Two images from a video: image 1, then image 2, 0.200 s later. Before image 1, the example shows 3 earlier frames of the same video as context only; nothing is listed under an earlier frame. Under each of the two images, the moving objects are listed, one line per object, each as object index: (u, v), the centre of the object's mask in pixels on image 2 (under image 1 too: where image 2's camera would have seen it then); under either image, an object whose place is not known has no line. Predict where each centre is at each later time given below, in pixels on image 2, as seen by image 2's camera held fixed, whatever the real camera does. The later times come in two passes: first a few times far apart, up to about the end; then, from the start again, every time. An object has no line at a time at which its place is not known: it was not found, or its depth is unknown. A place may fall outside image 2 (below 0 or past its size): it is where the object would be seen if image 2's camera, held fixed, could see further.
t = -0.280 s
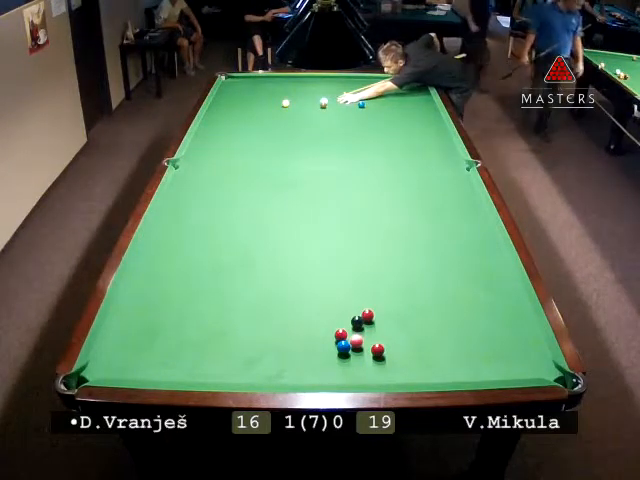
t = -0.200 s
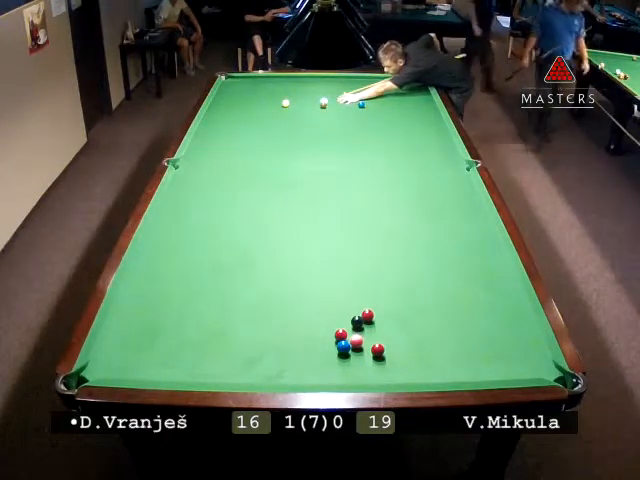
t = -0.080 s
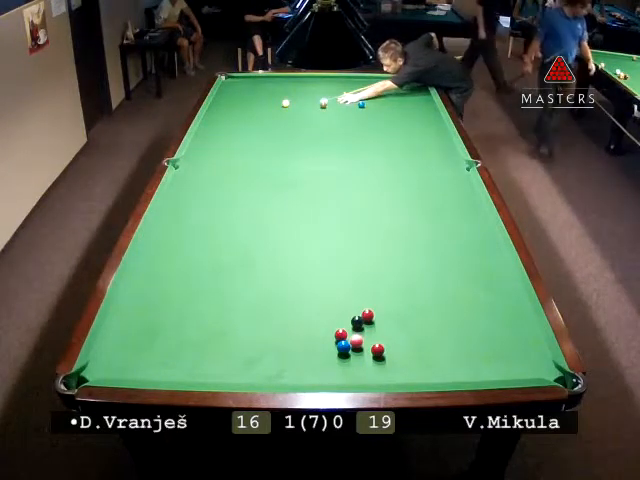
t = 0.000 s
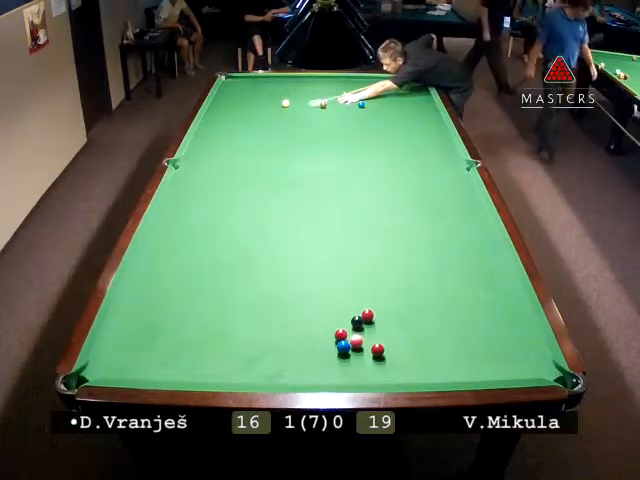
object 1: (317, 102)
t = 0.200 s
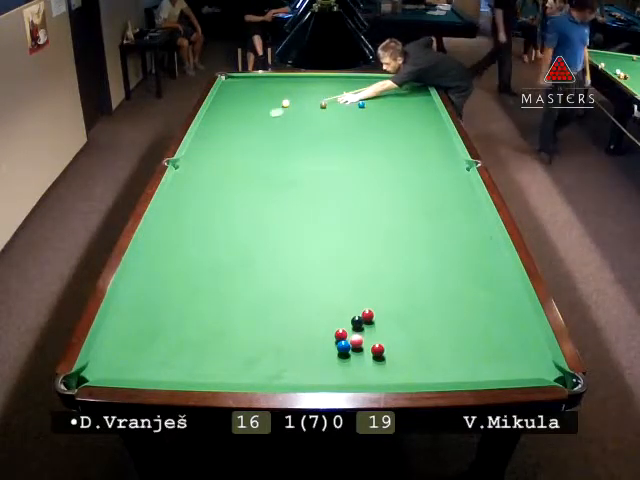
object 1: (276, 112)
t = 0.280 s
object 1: (261, 116)
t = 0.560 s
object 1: (202, 132)
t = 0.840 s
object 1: (227, 149)
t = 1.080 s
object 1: (257, 165)
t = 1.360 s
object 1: (295, 185)
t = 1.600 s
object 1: (333, 205)
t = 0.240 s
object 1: (269, 114)
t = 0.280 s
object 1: (261, 116)
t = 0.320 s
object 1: (252, 119)
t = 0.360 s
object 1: (244, 120)
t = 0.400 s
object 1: (236, 123)
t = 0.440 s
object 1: (227, 124)
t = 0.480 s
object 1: (219, 127)
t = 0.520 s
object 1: (210, 130)
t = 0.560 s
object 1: (202, 132)
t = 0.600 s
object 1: (199, 135)
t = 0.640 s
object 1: (204, 137)
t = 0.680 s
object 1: (209, 139)
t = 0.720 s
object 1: (214, 141)
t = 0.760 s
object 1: (218, 144)
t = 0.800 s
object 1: (223, 146)
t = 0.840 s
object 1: (227, 149)
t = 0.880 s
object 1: (232, 152)
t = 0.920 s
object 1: (236, 154)
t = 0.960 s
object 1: (242, 156)
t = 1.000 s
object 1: (245, 159)
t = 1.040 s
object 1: (251, 161)
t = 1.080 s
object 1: (257, 165)
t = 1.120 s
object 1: (262, 167)
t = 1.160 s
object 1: (267, 170)
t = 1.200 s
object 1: (273, 173)
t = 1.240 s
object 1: (278, 176)
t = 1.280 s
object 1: (283, 179)
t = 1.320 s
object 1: (290, 182)
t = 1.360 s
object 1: (295, 185)
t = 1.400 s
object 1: (301, 188)
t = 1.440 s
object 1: (307, 191)
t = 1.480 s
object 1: (313, 195)
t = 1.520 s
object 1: (319, 198)
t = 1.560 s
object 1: (326, 202)
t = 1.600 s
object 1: (333, 205)
